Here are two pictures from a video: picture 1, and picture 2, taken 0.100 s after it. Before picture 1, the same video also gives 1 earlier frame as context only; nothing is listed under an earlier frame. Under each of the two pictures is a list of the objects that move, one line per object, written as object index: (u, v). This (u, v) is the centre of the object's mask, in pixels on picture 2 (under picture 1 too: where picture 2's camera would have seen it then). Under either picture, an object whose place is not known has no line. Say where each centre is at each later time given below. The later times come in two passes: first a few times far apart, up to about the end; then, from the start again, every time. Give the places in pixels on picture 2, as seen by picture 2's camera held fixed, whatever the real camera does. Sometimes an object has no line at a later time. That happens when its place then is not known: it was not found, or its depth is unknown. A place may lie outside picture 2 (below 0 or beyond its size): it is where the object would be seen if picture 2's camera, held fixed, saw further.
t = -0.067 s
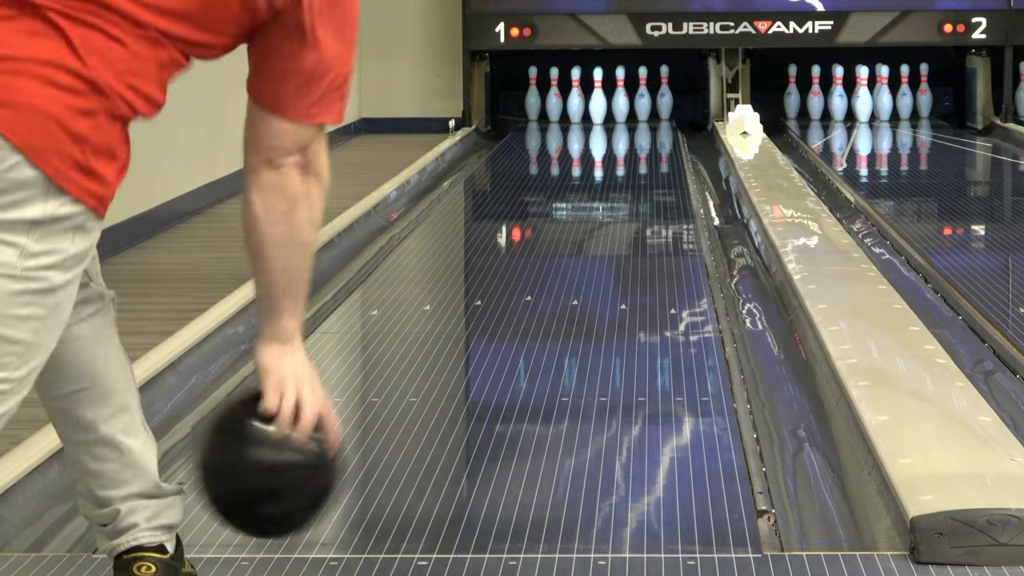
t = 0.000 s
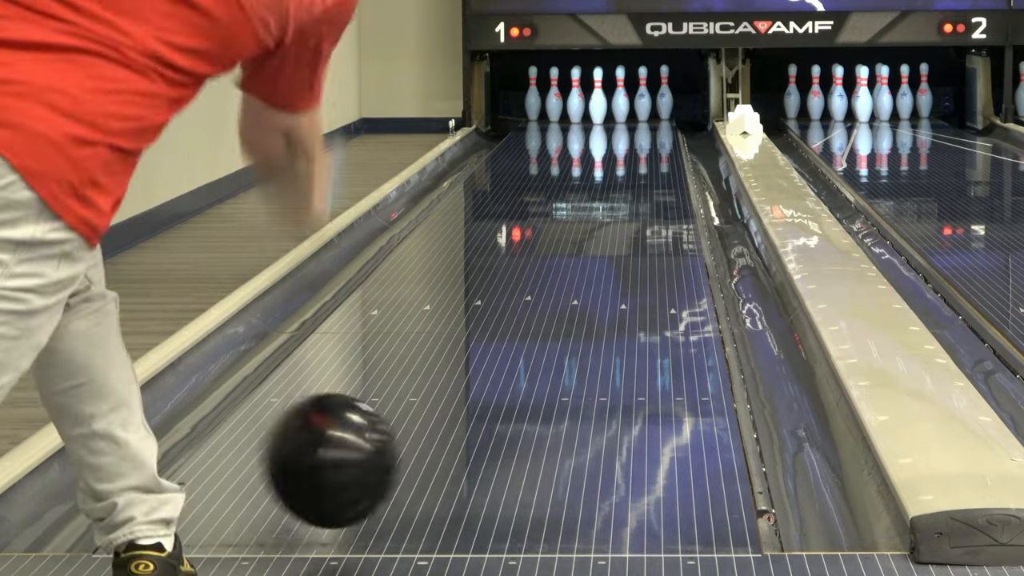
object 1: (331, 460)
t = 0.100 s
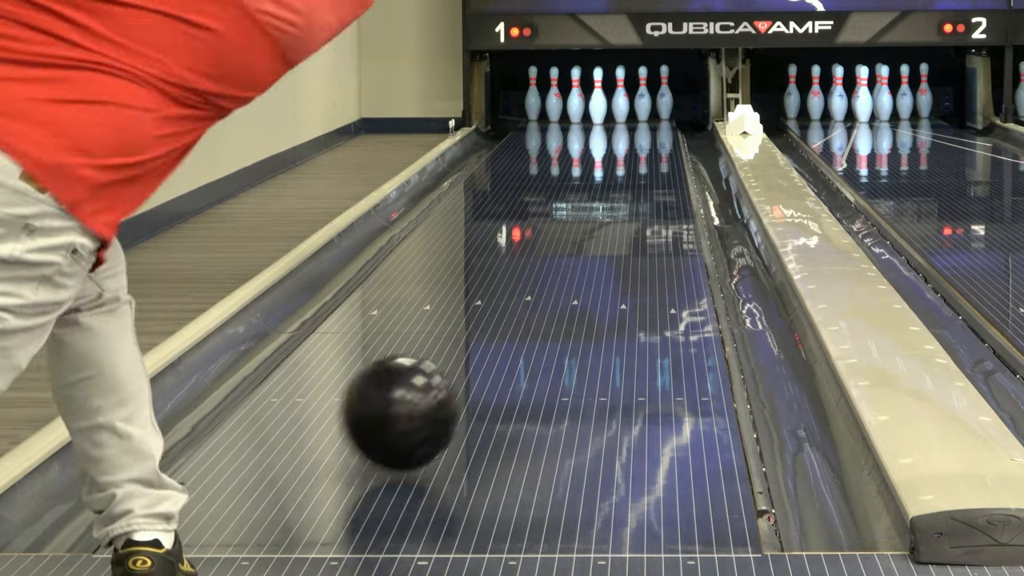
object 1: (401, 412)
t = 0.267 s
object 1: (480, 341)
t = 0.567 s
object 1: (569, 257)
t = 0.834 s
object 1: (614, 211)
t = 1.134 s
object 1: (645, 175)
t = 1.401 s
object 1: (658, 153)
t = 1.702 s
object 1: (658, 134)
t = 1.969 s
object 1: (642, 121)
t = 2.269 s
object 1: (613, 110)
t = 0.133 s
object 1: (419, 398)
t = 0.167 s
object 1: (437, 382)
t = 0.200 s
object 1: (452, 367)
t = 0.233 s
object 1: (467, 354)
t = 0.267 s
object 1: (480, 341)
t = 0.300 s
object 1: (493, 329)
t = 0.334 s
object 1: (505, 318)
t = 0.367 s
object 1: (516, 307)
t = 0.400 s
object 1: (526, 297)
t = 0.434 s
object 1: (536, 288)
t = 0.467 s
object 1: (545, 280)
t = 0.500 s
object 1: (553, 272)
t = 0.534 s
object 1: (561, 265)
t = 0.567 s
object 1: (569, 257)
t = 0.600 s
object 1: (576, 251)
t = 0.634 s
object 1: (583, 245)
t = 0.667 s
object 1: (589, 238)
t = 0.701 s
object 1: (595, 232)
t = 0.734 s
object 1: (600, 227)
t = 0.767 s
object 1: (605, 221)
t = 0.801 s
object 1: (610, 216)
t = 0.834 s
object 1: (614, 211)
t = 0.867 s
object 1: (618, 206)
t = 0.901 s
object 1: (623, 202)
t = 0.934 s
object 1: (626, 197)
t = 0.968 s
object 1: (629, 194)
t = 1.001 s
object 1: (633, 189)
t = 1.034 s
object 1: (636, 186)
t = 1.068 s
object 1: (639, 183)
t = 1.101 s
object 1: (641, 179)
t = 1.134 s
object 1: (645, 175)
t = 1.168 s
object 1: (647, 172)
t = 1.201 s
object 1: (649, 169)
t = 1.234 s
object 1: (650, 166)
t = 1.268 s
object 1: (652, 163)
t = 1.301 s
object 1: (654, 160)
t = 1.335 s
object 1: (655, 158)
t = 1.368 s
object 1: (656, 155)
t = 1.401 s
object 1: (658, 153)
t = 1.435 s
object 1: (658, 150)
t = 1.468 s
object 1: (659, 148)
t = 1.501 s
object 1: (659, 146)
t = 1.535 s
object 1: (660, 143)
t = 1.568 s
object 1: (660, 141)
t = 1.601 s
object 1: (659, 139)
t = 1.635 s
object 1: (659, 138)
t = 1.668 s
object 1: (659, 135)
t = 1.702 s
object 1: (658, 134)
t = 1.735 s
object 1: (657, 132)
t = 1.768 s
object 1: (655, 130)
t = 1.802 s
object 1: (654, 129)
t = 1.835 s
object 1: (652, 127)
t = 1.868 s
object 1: (650, 125)
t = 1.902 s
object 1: (648, 124)
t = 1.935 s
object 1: (645, 122)
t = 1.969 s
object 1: (642, 121)
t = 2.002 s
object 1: (640, 119)
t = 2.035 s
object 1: (637, 118)
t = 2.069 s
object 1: (634, 117)
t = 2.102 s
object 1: (631, 116)
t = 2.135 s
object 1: (628, 115)
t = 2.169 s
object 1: (624, 113)
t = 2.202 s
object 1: (619, 112)
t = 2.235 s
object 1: (616, 111)
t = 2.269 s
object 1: (613, 110)
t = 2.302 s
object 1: (610, 109)
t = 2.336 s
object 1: (611, 109)
